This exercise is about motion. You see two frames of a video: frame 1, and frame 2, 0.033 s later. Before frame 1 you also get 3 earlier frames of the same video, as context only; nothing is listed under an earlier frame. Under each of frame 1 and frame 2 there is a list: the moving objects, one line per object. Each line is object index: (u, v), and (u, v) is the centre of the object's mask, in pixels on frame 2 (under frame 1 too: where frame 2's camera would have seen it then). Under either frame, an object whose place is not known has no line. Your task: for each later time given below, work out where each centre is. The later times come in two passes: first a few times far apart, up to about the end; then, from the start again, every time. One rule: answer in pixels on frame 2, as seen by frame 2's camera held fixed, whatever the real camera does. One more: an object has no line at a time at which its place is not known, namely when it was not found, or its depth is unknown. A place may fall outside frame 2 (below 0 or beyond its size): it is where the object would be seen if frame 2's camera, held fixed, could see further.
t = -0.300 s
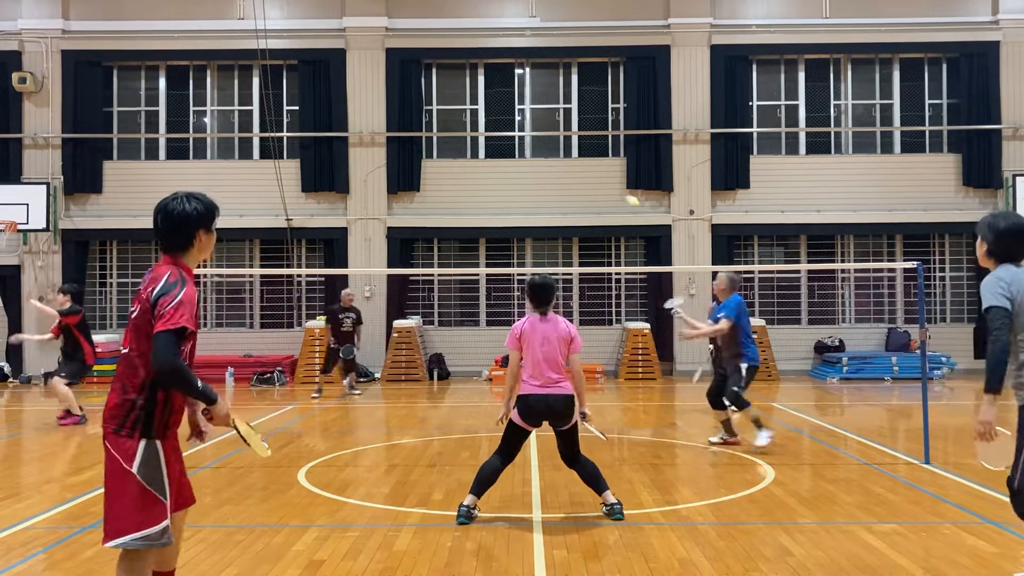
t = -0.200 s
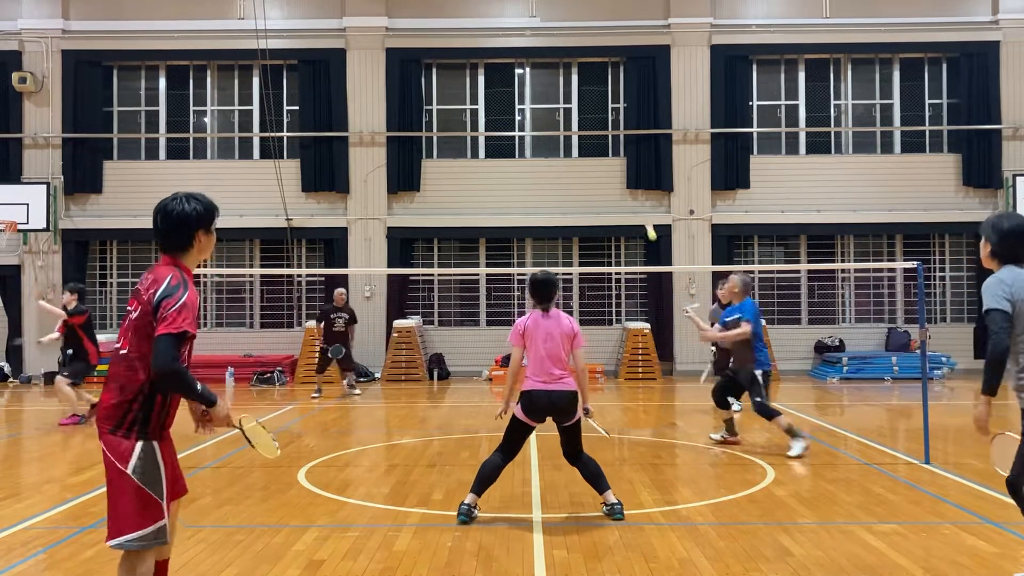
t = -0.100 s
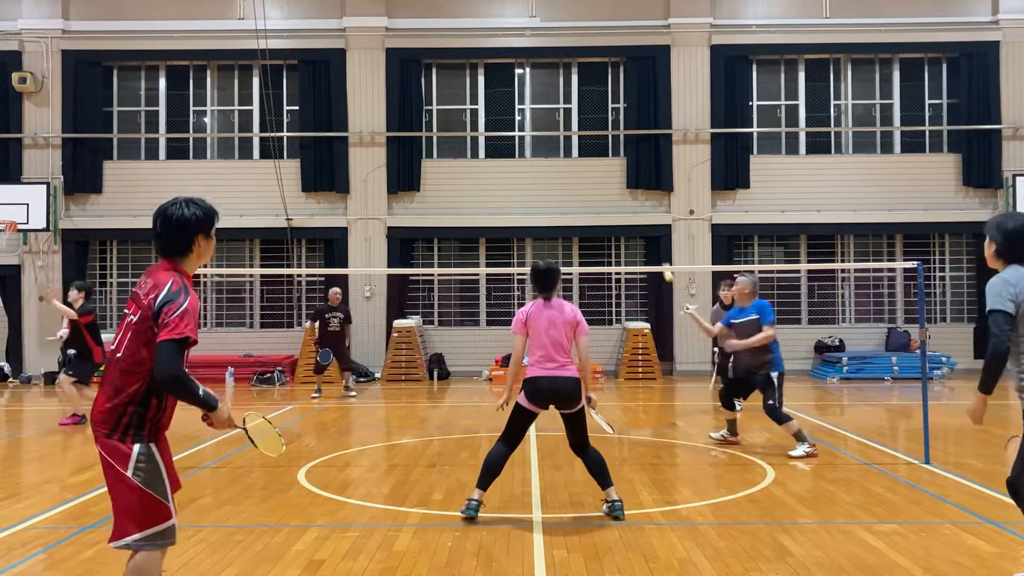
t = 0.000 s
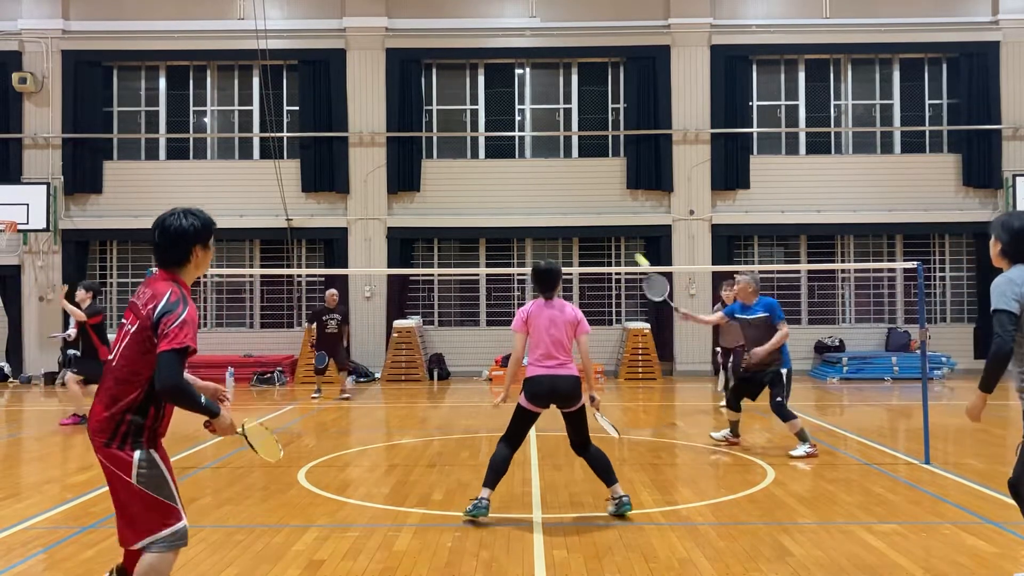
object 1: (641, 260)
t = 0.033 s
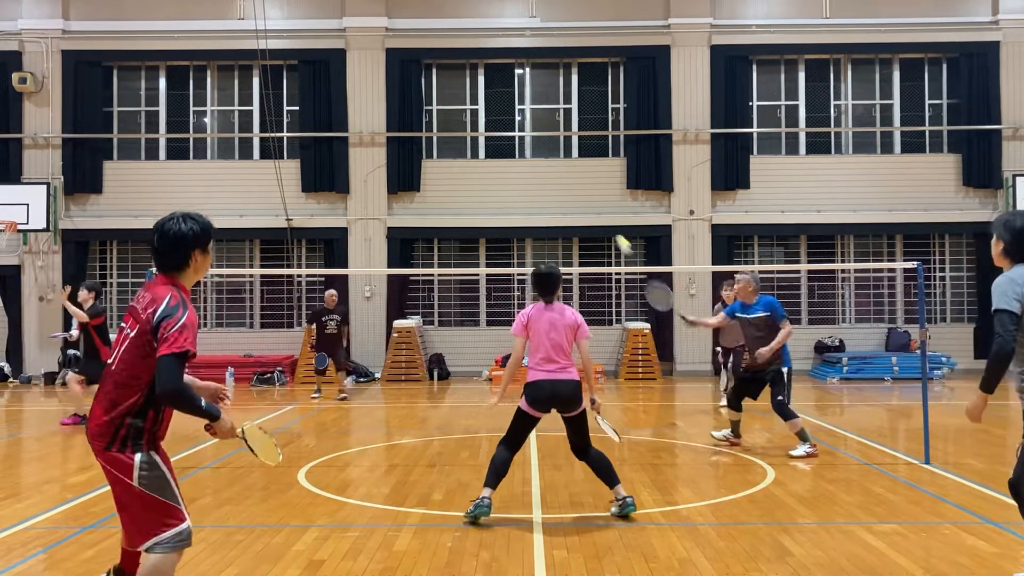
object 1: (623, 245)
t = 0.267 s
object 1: (503, 161)
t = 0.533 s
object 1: (382, 164)
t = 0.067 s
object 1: (605, 228)
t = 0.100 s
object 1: (586, 212)
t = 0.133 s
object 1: (569, 198)
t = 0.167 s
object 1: (553, 187)
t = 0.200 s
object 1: (536, 178)
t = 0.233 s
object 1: (520, 169)
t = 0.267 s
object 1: (503, 161)
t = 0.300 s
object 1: (487, 155)
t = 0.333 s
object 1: (470, 152)
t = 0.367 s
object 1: (455, 150)
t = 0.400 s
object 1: (440, 150)
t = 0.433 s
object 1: (425, 151)
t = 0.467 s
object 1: (411, 154)
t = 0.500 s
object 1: (396, 158)
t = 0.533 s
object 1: (382, 164)
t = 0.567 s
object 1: (367, 172)
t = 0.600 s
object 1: (350, 181)
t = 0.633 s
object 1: (336, 191)
